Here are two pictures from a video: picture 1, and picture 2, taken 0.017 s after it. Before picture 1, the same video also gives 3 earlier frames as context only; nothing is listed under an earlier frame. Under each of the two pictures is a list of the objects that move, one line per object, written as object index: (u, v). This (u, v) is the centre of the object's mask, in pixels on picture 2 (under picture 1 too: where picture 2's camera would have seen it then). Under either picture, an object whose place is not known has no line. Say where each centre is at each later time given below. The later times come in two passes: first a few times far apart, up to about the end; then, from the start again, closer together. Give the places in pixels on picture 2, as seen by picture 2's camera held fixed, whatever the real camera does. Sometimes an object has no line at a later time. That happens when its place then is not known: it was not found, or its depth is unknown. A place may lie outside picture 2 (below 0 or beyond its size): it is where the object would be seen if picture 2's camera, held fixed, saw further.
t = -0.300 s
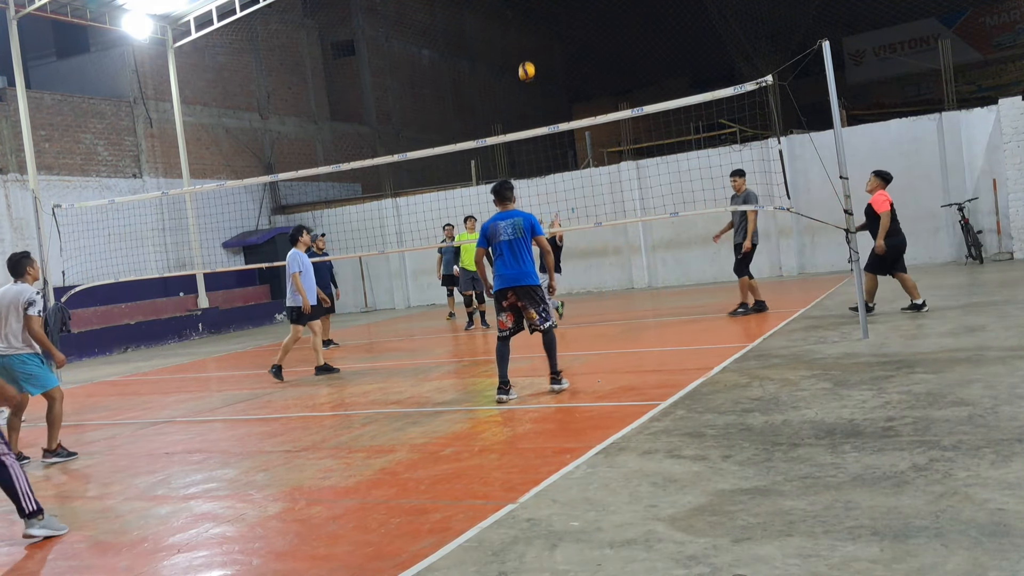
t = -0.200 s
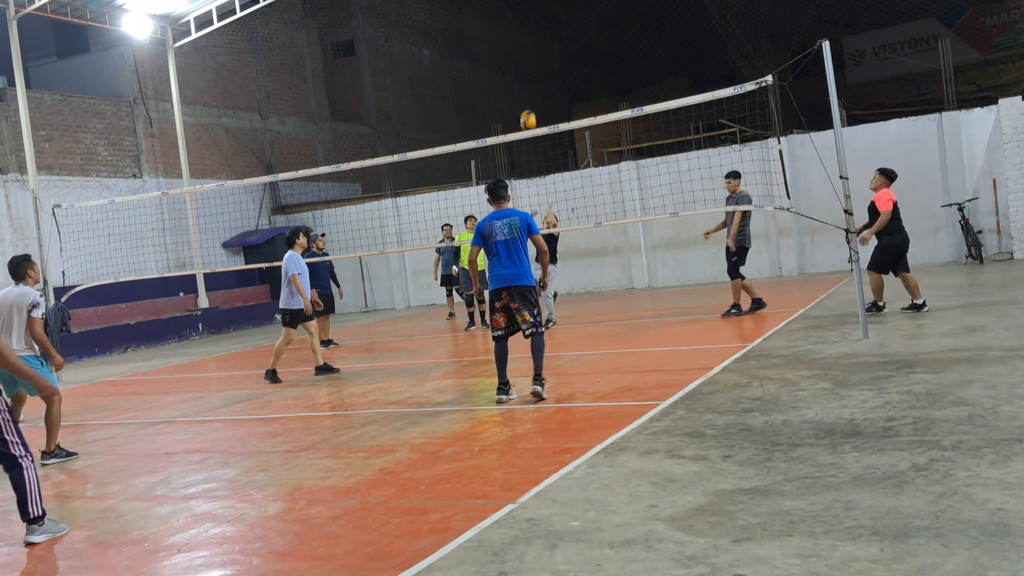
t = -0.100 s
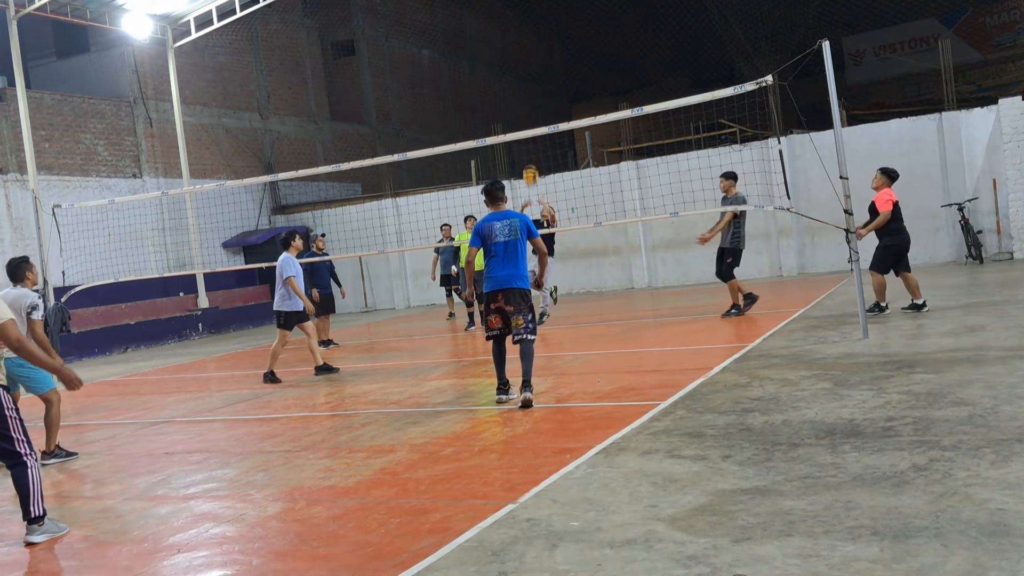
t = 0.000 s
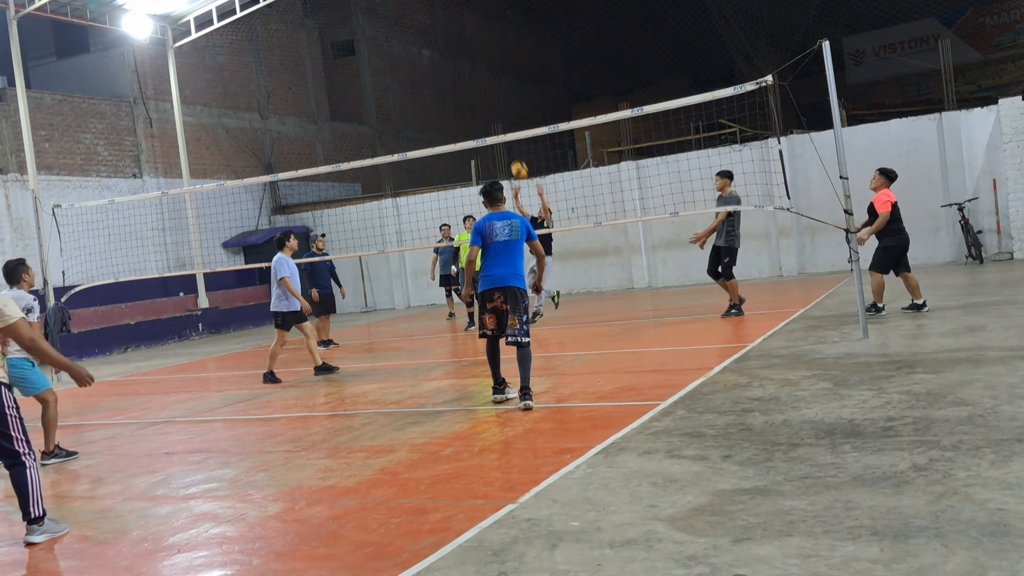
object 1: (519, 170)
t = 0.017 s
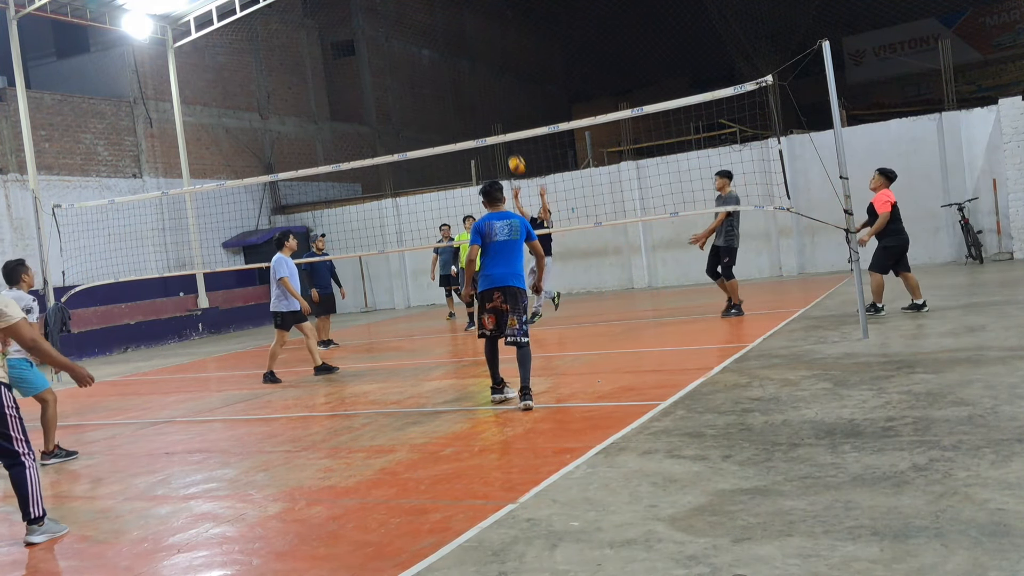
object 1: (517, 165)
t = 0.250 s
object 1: (476, 99)
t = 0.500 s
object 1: (435, 70)
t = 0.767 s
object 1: (393, 101)
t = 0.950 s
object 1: (366, 167)
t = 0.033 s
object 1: (514, 159)
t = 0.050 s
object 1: (511, 154)
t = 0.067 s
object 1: (509, 149)
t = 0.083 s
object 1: (507, 146)
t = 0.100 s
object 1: (501, 132)
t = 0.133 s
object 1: (496, 127)
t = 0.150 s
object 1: (493, 123)
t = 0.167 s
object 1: (490, 119)
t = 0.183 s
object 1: (488, 114)
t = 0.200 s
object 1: (485, 110)
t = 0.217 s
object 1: (482, 106)
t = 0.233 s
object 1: (479, 103)
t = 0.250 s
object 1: (476, 99)
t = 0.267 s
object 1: (473, 96)
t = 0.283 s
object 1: (470, 92)
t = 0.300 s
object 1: (468, 89)
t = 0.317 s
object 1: (465, 87)
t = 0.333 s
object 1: (462, 84)
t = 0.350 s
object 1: (459, 82)
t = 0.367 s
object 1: (457, 80)
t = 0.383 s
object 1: (454, 78)
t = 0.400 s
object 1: (451, 76)
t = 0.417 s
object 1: (449, 75)
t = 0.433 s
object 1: (446, 73)
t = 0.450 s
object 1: (443, 72)
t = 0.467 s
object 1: (440, 71)
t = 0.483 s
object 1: (438, 70)
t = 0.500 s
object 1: (435, 70)
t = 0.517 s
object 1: (432, 70)
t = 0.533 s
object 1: (430, 70)
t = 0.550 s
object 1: (427, 71)
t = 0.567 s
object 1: (425, 71)
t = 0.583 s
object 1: (422, 72)
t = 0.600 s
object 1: (419, 74)
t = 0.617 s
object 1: (417, 75)
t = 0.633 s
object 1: (414, 77)
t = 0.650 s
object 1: (411, 79)
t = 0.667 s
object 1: (409, 81)
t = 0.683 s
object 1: (406, 84)
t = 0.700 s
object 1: (404, 87)
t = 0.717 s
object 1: (401, 90)
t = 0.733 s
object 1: (398, 93)
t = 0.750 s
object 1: (396, 97)
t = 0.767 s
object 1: (393, 101)
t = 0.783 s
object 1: (391, 105)
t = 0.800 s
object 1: (388, 110)
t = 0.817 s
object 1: (385, 115)
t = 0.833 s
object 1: (383, 120)
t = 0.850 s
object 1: (380, 126)
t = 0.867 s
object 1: (378, 132)
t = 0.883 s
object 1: (375, 138)
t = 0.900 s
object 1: (373, 145)
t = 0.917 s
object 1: (370, 150)
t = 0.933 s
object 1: (368, 158)
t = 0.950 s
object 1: (366, 167)
